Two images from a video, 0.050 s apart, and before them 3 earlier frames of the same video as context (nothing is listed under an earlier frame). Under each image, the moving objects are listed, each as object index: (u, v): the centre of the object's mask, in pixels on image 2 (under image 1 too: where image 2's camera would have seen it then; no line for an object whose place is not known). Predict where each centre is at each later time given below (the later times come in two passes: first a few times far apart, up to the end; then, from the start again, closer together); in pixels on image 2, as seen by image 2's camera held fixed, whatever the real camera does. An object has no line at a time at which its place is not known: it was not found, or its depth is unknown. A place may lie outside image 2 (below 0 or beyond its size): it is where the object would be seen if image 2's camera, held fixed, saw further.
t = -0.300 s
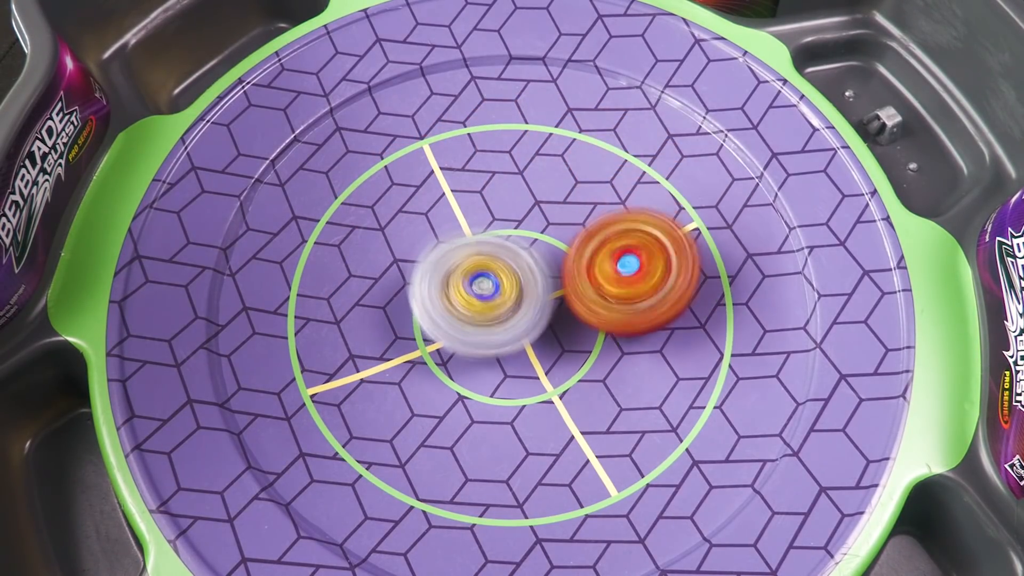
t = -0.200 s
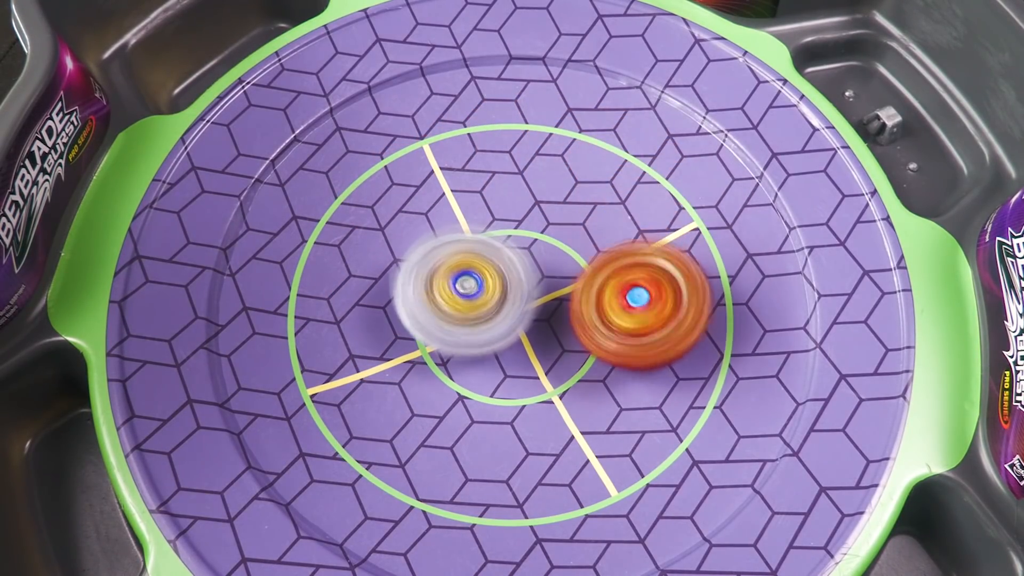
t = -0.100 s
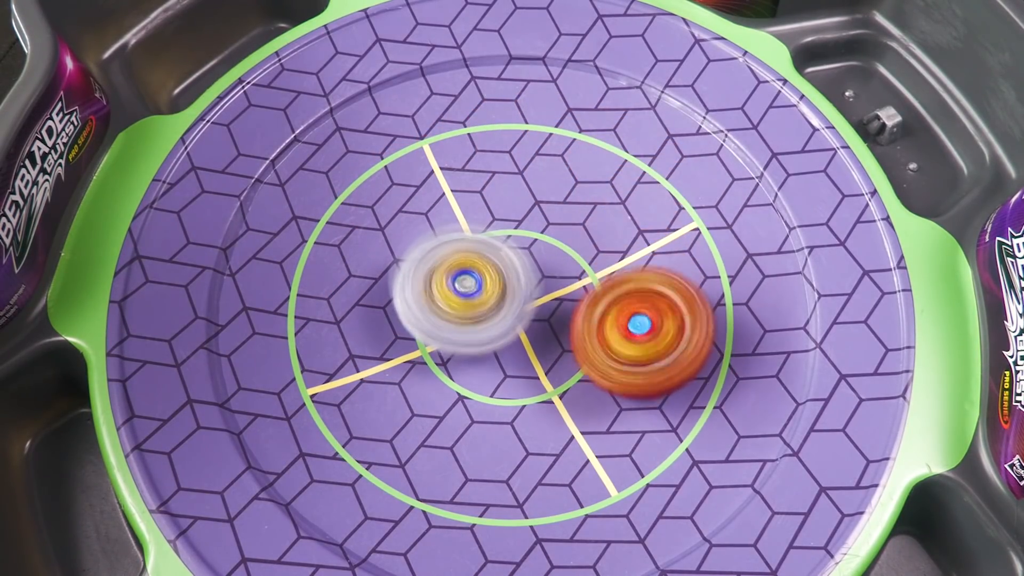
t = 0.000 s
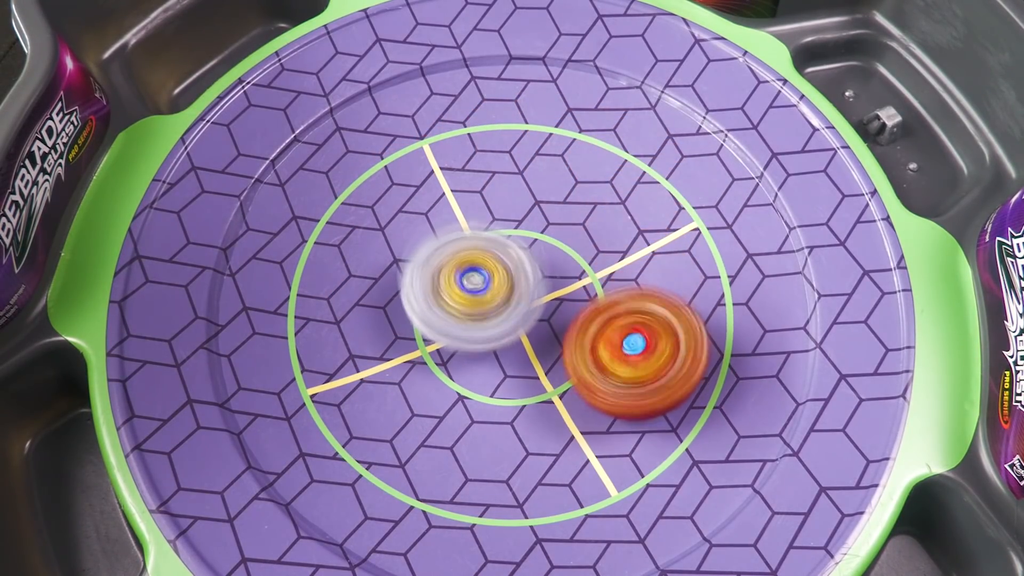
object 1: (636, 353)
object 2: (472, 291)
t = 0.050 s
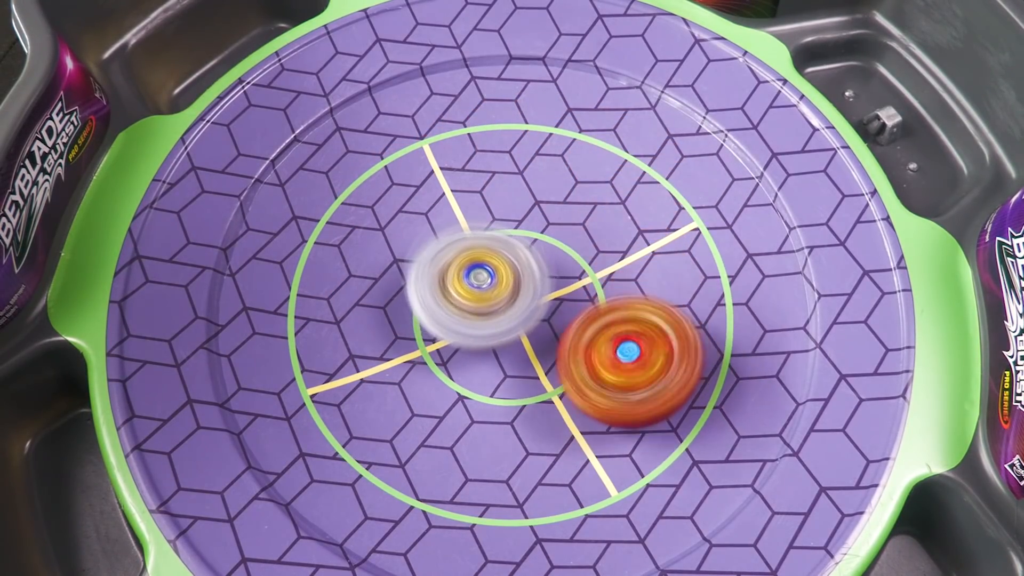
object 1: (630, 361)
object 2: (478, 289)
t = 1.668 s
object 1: (425, 229)
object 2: (578, 235)
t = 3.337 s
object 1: (618, 315)
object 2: (439, 281)
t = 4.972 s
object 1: (489, 360)
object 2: (606, 157)
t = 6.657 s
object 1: (712, 342)
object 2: (442, 235)
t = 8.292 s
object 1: (523, 175)
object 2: (557, 330)
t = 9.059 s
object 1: (411, 221)
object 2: (544, 283)
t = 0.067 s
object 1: (627, 364)
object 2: (480, 290)
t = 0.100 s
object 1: (622, 367)
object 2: (484, 289)
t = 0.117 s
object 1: (619, 369)
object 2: (486, 287)
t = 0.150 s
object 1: (612, 372)
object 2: (490, 286)
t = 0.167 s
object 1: (609, 373)
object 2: (492, 287)
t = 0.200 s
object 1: (602, 376)
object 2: (496, 286)
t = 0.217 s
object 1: (600, 379)
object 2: (496, 283)
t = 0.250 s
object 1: (594, 384)
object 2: (497, 278)
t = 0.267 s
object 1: (591, 386)
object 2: (498, 278)
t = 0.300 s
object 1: (584, 388)
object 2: (500, 276)
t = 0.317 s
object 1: (580, 389)
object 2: (501, 274)
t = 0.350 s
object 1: (572, 390)
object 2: (504, 273)
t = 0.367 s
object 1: (567, 390)
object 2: (505, 274)
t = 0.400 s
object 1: (558, 391)
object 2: (508, 272)
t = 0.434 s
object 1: (552, 399)
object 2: (508, 263)
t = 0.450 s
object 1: (549, 401)
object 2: (509, 259)
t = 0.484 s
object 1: (541, 403)
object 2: (512, 254)
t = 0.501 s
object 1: (537, 404)
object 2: (513, 252)
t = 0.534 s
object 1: (529, 404)
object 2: (515, 249)
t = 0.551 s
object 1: (525, 403)
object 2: (517, 248)
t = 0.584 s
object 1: (518, 401)
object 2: (519, 246)
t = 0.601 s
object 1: (515, 399)
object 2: (520, 244)
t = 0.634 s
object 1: (507, 395)
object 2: (522, 243)
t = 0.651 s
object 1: (504, 393)
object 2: (523, 244)
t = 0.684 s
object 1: (496, 388)
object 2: (525, 243)
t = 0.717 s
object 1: (488, 382)
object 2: (527, 243)
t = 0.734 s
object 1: (484, 379)
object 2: (529, 242)
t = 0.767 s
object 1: (476, 373)
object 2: (530, 242)
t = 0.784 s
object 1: (472, 370)
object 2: (531, 244)
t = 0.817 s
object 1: (463, 362)
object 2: (532, 244)
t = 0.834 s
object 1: (459, 359)
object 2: (532, 244)
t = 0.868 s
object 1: (452, 351)
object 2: (532, 245)
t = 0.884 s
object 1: (448, 348)
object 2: (532, 244)
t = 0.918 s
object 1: (422, 358)
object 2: (544, 229)
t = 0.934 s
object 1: (411, 361)
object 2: (551, 221)
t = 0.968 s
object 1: (396, 364)
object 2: (562, 209)
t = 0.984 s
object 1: (390, 364)
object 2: (565, 206)
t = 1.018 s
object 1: (382, 366)
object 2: (571, 201)
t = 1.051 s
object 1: (376, 366)
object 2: (575, 200)
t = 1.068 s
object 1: (374, 366)
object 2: (576, 200)
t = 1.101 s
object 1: (372, 364)
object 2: (578, 200)
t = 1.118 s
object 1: (372, 364)
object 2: (579, 199)
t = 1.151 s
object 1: (373, 361)
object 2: (580, 199)
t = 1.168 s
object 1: (374, 359)
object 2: (580, 200)
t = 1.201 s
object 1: (378, 356)
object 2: (580, 200)
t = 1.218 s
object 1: (380, 353)
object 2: (580, 201)
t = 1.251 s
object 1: (384, 347)
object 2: (578, 202)
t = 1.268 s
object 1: (387, 344)
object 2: (577, 203)
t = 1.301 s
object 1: (392, 336)
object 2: (575, 205)
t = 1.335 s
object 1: (398, 327)
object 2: (572, 207)
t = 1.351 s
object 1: (402, 322)
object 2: (570, 208)
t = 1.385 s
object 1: (408, 311)
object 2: (566, 211)
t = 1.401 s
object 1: (411, 305)
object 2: (564, 213)
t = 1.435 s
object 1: (418, 294)
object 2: (561, 216)
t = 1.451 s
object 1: (421, 288)
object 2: (558, 218)
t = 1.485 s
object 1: (427, 277)
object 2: (556, 222)
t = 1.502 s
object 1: (422, 273)
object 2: (560, 222)
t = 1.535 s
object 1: (416, 265)
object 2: (571, 220)
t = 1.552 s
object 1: (415, 261)
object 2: (573, 221)
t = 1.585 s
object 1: (416, 251)
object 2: (576, 224)
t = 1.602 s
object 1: (418, 247)
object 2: (578, 225)
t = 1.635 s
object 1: (421, 238)
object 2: (579, 229)
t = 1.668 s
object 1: (425, 229)
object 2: (578, 235)
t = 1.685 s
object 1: (427, 226)
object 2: (576, 238)
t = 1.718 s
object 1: (430, 218)
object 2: (573, 243)
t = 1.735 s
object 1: (432, 214)
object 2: (573, 247)
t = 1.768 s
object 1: (436, 207)
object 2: (570, 252)
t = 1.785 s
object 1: (439, 204)
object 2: (569, 254)
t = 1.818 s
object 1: (440, 195)
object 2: (569, 263)
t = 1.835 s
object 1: (441, 190)
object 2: (569, 268)
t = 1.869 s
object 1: (445, 183)
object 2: (568, 277)
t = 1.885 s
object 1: (447, 181)
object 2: (568, 280)
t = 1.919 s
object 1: (451, 176)
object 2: (568, 287)
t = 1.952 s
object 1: (455, 172)
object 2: (565, 293)
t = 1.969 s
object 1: (458, 171)
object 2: (565, 294)
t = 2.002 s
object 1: (463, 169)
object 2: (561, 301)
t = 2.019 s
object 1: (464, 168)
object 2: (559, 304)
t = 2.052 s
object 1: (470, 167)
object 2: (556, 308)
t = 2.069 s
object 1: (473, 167)
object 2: (554, 310)
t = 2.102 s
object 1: (479, 168)
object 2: (551, 313)
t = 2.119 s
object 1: (483, 169)
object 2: (550, 313)
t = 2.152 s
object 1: (490, 171)
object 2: (546, 316)
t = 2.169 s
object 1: (493, 172)
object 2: (543, 316)
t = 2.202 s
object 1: (501, 176)
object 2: (541, 317)
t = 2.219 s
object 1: (506, 177)
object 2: (539, 318)
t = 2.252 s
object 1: (515, 181)
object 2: (535, 318)
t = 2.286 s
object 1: (523, 185)
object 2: (532, 318)
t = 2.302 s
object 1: (527, 186)
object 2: (531, 321)
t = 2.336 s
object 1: (538, 187)
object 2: (530, 328)
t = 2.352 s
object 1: (543, 186)
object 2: (529, 331)
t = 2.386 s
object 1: (552, 187)
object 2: (527, 337)
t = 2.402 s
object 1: (556, 189)
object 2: (526, 340)
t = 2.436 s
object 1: (565, 192)
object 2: (523, 345)
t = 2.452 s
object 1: (569, 193)
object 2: (522, 347)
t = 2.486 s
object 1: (576, 197)
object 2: (521, 348)
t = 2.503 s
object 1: (580, 199)
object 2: (520, 347)
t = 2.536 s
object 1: (588, 204)
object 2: (518, 347)
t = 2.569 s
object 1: (596, 208)
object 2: (517, 347)
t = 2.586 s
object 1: (599, 211)
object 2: (516, 345)
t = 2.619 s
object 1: (606, 216)
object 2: (515, 343)
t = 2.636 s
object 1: (609, 219)
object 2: (514, 342)
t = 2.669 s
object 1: (615, 224)
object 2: (513, 339)
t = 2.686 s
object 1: (617, 227)
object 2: (513, 338)
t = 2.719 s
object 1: (621, 233)
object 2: (513, 334)
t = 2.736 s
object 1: (623, 236)
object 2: (513, 331)
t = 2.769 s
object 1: (625, 241)
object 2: (513, 328)
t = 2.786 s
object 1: (627, 243)
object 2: (511, 327)
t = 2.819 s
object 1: (633, 249)
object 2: (507, 327)
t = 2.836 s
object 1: (636, 252)
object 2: (504, 328)
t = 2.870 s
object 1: (638, 258)
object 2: (500, 326)
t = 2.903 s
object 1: (639, 264)
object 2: (498, 324)
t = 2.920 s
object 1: (639, 267)
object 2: (497, 324)
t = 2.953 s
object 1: (639, 273)
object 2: (496, 323)
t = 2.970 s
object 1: (638, 277)
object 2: (496, 319)
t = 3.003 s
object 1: (637, 282)
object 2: (495, 317)
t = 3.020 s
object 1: (642, 285)
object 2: (486, 317)
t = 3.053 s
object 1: (651, 288)
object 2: (471, 315)
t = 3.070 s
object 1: (653, 290)
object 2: (466, 314)
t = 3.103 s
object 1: (654, 293)
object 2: (455, 310)
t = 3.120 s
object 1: (654, 294)
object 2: (452, 308)
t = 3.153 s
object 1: (652, 298)
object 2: (446, 305)
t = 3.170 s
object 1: (650, 299)
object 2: (442, 302)
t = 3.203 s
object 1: (646, 302)
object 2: (438, 297)
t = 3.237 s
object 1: (641, 305)
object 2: (436, 293)
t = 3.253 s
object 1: (638, 307)
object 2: (436, 291)
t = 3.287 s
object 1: (631, 310)
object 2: (435, 286)
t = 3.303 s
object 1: (627, 312)
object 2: (437, 286)
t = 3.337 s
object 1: (618, 315)
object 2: (439, 281)
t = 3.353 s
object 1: (614, 317)
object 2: (441, 280)
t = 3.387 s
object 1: (604, 321)
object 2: (442, 277)
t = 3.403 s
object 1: (598, 323)
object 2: (446, 275)
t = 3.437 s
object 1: (586, 327)
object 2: (449, 274)
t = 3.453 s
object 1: (582, 329)
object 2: (451, 272)
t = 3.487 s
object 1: (575, 335)
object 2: (448, 266)
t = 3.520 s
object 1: (567, 340)
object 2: (446, 263)
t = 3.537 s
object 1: (563, 343)
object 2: (446, 261)
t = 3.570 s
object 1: (555, 347)
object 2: (447, 258)
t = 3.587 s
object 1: (551, 348)
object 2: (448, 258)
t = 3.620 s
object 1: (551, 360)
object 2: (444, 250)
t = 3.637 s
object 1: (549, 366)
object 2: (442, 245)
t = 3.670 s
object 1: (547, 372)
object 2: (440, 239)
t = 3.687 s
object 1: (545, 375)
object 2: (439, 236)
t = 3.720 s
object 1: (542, 380)
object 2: (440, 232)
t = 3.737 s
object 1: (541, 381)
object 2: (440, 230)
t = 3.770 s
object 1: (538, 384)
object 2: (441, 227)
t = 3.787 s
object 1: (536, 385)
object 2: (443, 225)
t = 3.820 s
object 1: (533, 385)
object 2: (444, 223)
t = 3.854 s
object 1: (531, 384)
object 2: (447, 221)
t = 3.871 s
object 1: (530, 382)
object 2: (449, 221)
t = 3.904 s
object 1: (527, 380)
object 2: (452, 220)
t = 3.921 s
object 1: (525, 379)
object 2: (455, 220)
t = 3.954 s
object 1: (522, 375)
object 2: (457, 221)
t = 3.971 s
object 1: (520, 373)
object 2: (459, 221)
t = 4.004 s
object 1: (516, 368)
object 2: (464, 222)
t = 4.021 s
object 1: (514, 364)
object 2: (465, 223)
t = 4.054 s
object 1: (510, 357)
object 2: (469, 224)
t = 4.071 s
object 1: (507, 353)
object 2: (472, 225)
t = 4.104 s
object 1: (503, 348)
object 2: (475, 226)
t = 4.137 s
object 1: (501, 351)
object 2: (477, 216)
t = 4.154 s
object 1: (501, 350)
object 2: (478, 213)
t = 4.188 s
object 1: (499, 347)
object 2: (480, 211)
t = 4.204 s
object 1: (499, 346)
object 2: (482, 209)
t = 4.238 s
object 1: (498, 341)
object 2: (487, 209)
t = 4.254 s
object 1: (497, 338)
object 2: (487, 209)
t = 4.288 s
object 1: (495, 336)
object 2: (494, 207)
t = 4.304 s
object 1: (493, 342)
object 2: (497, 201)
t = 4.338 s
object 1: (491, 348)
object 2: (505, 189)
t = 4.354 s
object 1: (490, 350)
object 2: (510, 186)
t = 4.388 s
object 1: (490, 349)
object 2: (516, 180)
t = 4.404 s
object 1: (490, 349)
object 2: (520, 177)
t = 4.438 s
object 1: (491, 347)
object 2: (528, 175)
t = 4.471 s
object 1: (492, 345)
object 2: (533, 173)
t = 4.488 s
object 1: (492, 344)
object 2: (537, 174)
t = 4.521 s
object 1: (493, 341)
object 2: (543, 178)
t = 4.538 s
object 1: (493, 340)
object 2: (545, 180)
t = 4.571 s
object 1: (495, 336)
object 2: (548, 185)
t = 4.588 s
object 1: (495, 333)
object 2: (550, 186)
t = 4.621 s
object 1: (497, 328)
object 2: (552, 193)
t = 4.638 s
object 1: (498, 326)
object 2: (553, 194)
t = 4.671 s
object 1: (500, 319)
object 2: (556, 200)
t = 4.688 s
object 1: (500, 317)
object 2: (554, 203)
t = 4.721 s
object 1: (488, 335)
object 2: (563, 190)
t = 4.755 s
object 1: (479, 351)
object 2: (572, 172)
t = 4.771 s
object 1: (475, 357)
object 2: (579, 166)
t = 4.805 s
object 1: (473, 362)
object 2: (589, 158)
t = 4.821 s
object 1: (473, 363)
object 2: (594, 153)
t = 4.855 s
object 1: (476, 364)
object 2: (600, 150)
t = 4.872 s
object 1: (477, 364)
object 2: (602, 147)
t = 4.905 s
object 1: (481, 363)
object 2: (606, 148)
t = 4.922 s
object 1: (484, 363)
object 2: (606, 149)
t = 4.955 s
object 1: (487, 361)
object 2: (608, 153)
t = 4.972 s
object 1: (489, 360)
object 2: (606, 157)
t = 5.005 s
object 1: (493, 357)
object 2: (606, 161)
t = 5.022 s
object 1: (494, 356)
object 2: (604, 166)
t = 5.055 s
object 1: (498, 351)
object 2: (602, 170)
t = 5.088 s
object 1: (502, 346)
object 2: (597, 181)
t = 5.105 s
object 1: (505, 343)
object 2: (595, 183)
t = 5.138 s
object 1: (508, 337)
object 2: (590, 192)
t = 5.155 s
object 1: (510, 333)
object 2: (586, 197)
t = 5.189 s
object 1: (514, 325)
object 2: (579, 206)
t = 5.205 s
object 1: (516, 322)
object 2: (575, 209)
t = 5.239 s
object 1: (503, 339)
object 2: (574, 202)
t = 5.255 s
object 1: (495, 350)
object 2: (574, 195)
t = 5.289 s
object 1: (483, 367)
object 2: (573, 188)
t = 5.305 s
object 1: (480, 372)
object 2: (571, 187)
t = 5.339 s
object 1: (477, 380)
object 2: (569, 187)
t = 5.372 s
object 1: (478, 387)
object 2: (565, 191)
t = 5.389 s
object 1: (478, 389)
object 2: (564, 194)
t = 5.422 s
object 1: (480, 393)
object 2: (558, 198)
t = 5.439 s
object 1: (481, 394)
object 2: (556, 202)
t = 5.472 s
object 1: (482, 396)
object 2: (549, 207)
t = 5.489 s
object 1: (484, 396)
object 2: (546, 213)
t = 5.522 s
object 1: (486, 395)
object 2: (538, 218)
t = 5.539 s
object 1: (488, 394)
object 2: (534, 224)
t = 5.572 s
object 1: (490, 392)
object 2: (525, 230)
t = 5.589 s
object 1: (491, 391)
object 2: (518, 237)
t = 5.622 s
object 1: (493, 386)
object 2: (508, 242)
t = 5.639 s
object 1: (494, 384)
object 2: (501, 248)
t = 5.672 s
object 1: (498, 377)
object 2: (490, 254)
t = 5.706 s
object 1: (504, 402)
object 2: (480, 241)
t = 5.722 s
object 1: (507, 418)
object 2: (474, 231)
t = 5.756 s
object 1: (516, 441)
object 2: (464, 219)
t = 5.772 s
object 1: (522, 449)
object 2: (461, 215)
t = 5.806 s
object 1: (530, 455)
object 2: (454, 214)
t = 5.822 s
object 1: (534, 458)
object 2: (453, 213)
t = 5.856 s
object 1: (545, 461)
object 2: (448, 214)
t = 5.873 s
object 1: (549, 462)
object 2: (447, 215)
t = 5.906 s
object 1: (560, 462)
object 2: (446, 217)
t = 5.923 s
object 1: (563, 461)
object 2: (445, 220)
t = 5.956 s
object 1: (572, 459)
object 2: (446, 220)
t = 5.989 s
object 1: (578, 453)
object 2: (447, 224)
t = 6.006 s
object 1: (581, 451)
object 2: (449, 226)
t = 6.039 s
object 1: (586, 442)
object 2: (450, 230)
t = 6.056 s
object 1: (587, 439)
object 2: (452, 232)
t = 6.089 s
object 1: (592, 427)
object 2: (453, 240)
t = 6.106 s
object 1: (592, 422)
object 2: (456, 240)
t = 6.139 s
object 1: (594, 409)
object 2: (458, 248)
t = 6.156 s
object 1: (593, 402)
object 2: (461, 252)
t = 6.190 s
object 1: (594, 389)
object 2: (467, 259)
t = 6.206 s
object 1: (592, 381)
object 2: (468, 265)
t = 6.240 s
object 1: (591, 368)
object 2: (474, 273)
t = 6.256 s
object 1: (590, 360)
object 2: (476, 277)
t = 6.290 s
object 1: (625, 373)
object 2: (458, 267)
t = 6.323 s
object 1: (658, 388)
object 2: (439, 251)
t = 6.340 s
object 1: (674, 393)
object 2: (433, 246)
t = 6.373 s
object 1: (691, 396)
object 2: (424, 238)
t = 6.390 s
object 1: (697, 395)
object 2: (421, 240)
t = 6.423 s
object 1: (703, 391)
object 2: (420, 234)
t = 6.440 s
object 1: (706, 388)
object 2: (419, 232)
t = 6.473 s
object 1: (710, 380)
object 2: (419, 232)
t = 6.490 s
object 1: (712, 377)
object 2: (421, 232)
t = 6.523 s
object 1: (715, 369)
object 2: (423, 232)
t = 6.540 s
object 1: (716, 366)
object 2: (425, 232)
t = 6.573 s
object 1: (717, 358)
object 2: (428, 232)
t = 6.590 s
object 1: (716, 355)
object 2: (430, 233)
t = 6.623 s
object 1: (715, 348)
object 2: (436, 232)
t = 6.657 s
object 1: (712, 342)
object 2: (442, 235)
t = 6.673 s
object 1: (710, 339)
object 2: (445, 235)
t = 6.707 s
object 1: (703, 332)
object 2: (451, 239)
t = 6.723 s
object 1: (700, 329)
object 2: (458, 240)
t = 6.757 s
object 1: (690, 323)
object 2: (465, 244)
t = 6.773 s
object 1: (685, 319)
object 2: (469, 249)
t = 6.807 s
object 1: (673, 313)
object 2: (479, 253)
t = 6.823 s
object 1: (667, 310)
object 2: (485, 255)
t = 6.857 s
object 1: (654, 304)
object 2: (496, 262)
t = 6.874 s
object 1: (647, 301)
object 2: (499, 266)
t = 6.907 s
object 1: (653, 300)
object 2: (494, 270)
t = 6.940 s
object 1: (662, 301)
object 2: (481, 268)
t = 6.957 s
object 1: (662, 301)
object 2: (478, 269)
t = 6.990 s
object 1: (659, 296)
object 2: (475, 270)
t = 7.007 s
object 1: (657, 294)
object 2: (473, 271)
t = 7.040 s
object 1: (651, 289)
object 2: (472, 273)
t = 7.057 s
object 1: (650, 286)
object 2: (474, 274)
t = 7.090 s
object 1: (641, 281)
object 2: (474, 275)
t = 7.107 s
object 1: (638, 278)
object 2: (475, 276)
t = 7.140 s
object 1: (630, 274)
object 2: (478, 276)
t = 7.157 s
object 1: (627, 271)
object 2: (476, 278)
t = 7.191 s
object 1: (630, 267)
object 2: (469, 279)
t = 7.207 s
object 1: (634, 263)
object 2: (462, 280)
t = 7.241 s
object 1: (642, 258)
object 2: (452, 283)
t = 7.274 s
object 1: (644, 253)
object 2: (442, 284)
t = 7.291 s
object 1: (644, 250)
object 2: (439, 285)
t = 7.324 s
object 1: (644, 245)
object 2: (435, 289)
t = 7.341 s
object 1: (643, 242)
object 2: (432, 290)
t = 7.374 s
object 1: (641, 237)
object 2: (430, 294)
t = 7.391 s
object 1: (639, 235)
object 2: (431, 294)
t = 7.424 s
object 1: (635, 232)
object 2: (431, 296)
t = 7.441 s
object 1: (632, 231)
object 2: (432, 299)
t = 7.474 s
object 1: (626, 228)
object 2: (437, 300)
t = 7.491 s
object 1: (624, 228)
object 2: (439, 299)
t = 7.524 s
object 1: (616, 227)
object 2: (444, 300)
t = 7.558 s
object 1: (609, 226)
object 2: (449, 299)
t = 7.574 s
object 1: (605, 226)
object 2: (454, 300)
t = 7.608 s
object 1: (596, 226)
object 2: (462, 301)
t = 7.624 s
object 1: (591, 227)
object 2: (463, 302)
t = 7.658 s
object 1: (594, 219)
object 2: (459, 314)
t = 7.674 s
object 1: (598, 212)
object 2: (456, 319)
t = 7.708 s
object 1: (606, 202)
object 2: (446, 330)
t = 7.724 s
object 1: (608, 198)
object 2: (446, 334)
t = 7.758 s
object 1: (607, 193)
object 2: (449, 339)
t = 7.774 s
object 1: (606, 189)
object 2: (446, 343)
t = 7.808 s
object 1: (604, 184)
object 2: (448, 347)
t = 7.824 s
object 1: (602, 183)
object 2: (451, 349)
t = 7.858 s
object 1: (599, 180)
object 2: (455, 349)
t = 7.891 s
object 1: (595, 179)
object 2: (461, 353)
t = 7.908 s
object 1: (594, 178)
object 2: (467, 350)
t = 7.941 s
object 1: (588, 179)
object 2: (472, 348)
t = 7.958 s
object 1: (586, 179)
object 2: (475, 348)
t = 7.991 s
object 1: (581, 181)
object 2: (486, 344)
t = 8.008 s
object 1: (577, 183)
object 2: (487, 343)
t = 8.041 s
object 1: (572, 186)
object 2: (495, 341)
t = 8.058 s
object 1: (568, 189)
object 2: (501, 341)
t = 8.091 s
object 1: (561, 193)
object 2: (507, 334)
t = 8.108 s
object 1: (557, 196)
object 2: (513, 331)
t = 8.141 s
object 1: (550, 201)
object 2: (523, 327)
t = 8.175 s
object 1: (546, 194)
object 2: (528, 333)
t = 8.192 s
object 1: (542, 188)
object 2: (534, 336)
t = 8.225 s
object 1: (537, 181)
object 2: (545, 338)
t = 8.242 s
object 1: (535, 179)
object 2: (550, 335)
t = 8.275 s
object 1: (528, 176)
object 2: (556, 331)
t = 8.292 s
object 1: (523, 175)
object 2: (557, 330)
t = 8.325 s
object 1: (516, 174)
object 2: (565, 327)
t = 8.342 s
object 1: (513, 173)
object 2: (565, 325)
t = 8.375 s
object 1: (507, 172)
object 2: (569, 319)
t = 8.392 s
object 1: (503, 172)
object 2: (569, 318)
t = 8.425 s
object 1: (496, 172)
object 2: (574, 310)
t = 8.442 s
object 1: (494, 174)
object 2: (574, 307)
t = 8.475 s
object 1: (489, 176)
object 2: (574, 300)
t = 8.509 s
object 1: (484, 179)
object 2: (577, 292)
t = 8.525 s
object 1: (482, 180)
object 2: (575, 290)
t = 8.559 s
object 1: (477, 185)
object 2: (573, 282)
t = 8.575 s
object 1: (475, 187)
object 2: (572, 282)
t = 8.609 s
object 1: (469, 190)
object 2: (574, 276)
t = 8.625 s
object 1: (463, 186)
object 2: (578, 278)
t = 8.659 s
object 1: (455, 185)
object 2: (580, 278)
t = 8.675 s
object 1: (451, 185)
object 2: (583, 278)
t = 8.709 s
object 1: (444, 187)
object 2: (583, 275)
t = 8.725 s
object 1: (440, 186)
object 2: (582, 274)
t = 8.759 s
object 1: (434, 188)
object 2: (574, 276)
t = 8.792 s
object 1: (428, 190)
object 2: (573, 276)
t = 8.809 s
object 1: (425, 192)
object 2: (572, 277)
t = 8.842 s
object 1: (421, 195)
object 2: (570, 278)
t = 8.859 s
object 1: (420, 197)
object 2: (569, 278)
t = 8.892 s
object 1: (418, 201)
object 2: (560, 276)
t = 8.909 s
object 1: (417, 204)
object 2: (557, 276)
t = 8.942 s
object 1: (416, 209)
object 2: (549, 280)
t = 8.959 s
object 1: (416, 211)
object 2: (546, 279)
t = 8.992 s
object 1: (415, 214)
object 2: (542, 281)
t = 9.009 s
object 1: (413, 216)
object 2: (543, 280)
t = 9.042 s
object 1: (412, 218)
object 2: (544, 284)
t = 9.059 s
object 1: (411, 221)
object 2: (544, 283)
